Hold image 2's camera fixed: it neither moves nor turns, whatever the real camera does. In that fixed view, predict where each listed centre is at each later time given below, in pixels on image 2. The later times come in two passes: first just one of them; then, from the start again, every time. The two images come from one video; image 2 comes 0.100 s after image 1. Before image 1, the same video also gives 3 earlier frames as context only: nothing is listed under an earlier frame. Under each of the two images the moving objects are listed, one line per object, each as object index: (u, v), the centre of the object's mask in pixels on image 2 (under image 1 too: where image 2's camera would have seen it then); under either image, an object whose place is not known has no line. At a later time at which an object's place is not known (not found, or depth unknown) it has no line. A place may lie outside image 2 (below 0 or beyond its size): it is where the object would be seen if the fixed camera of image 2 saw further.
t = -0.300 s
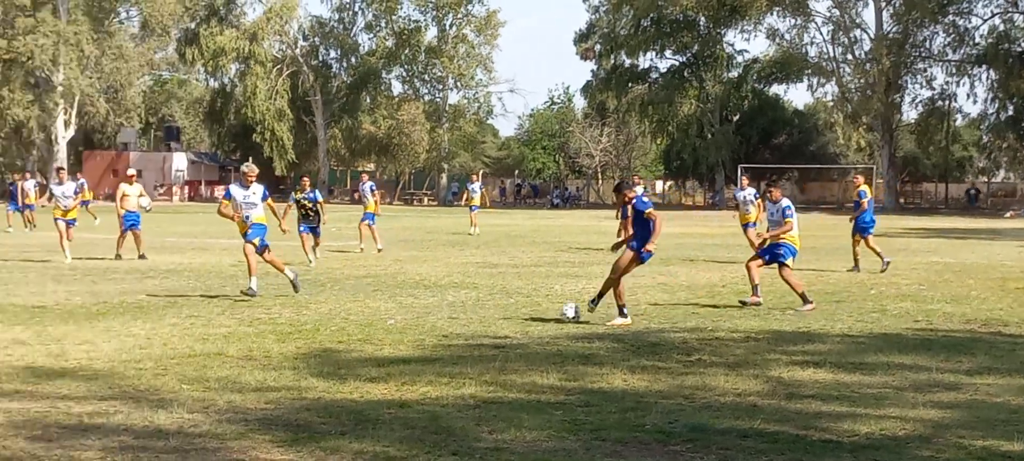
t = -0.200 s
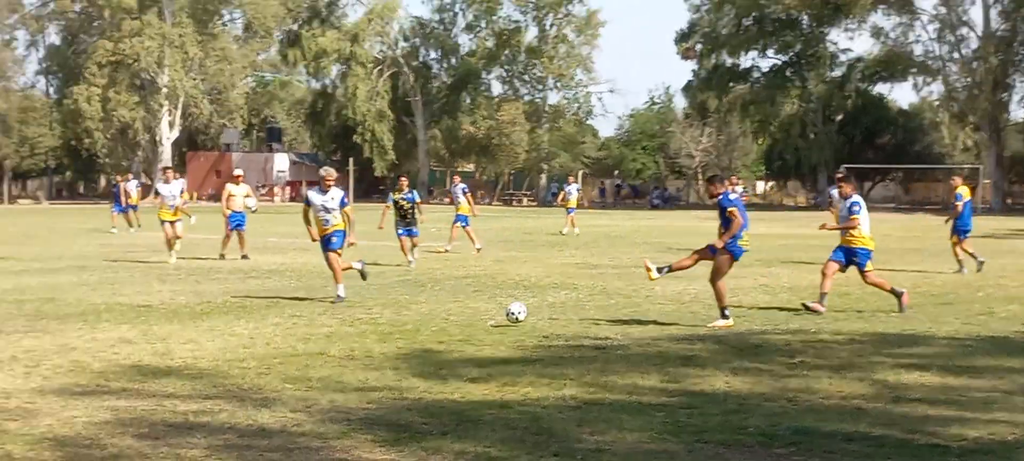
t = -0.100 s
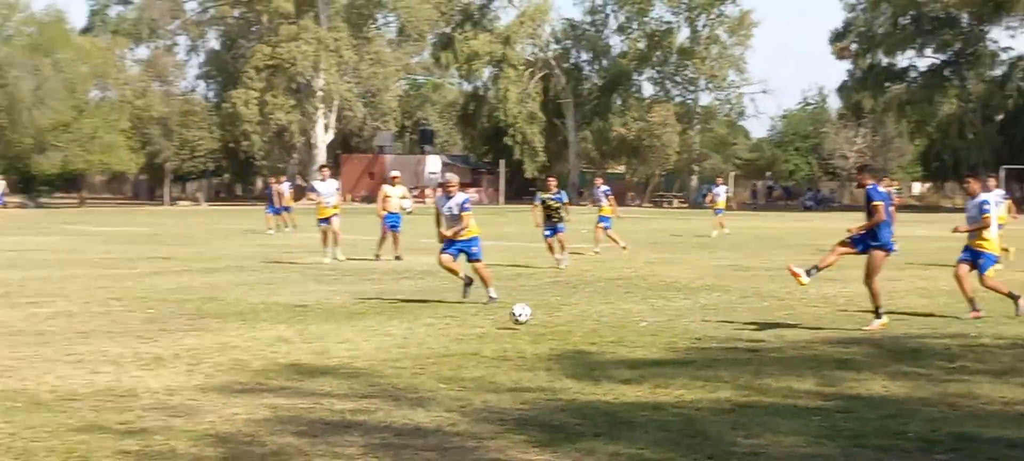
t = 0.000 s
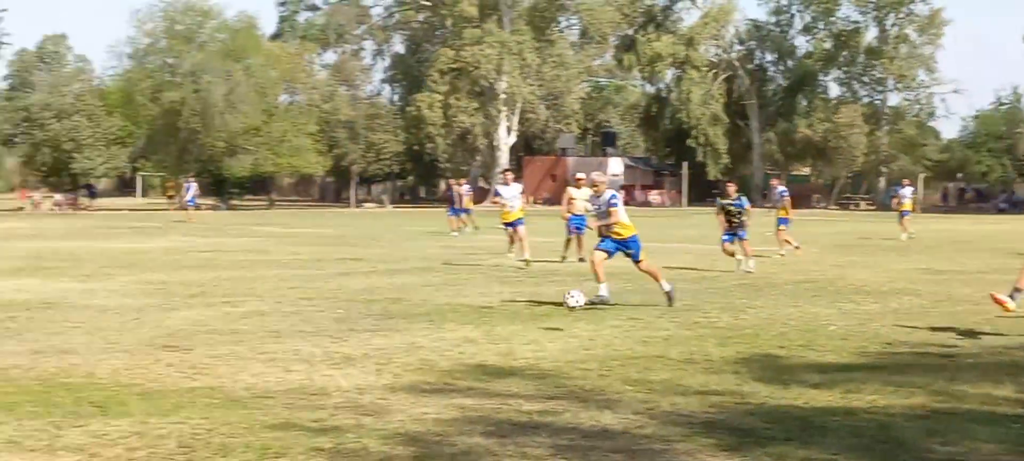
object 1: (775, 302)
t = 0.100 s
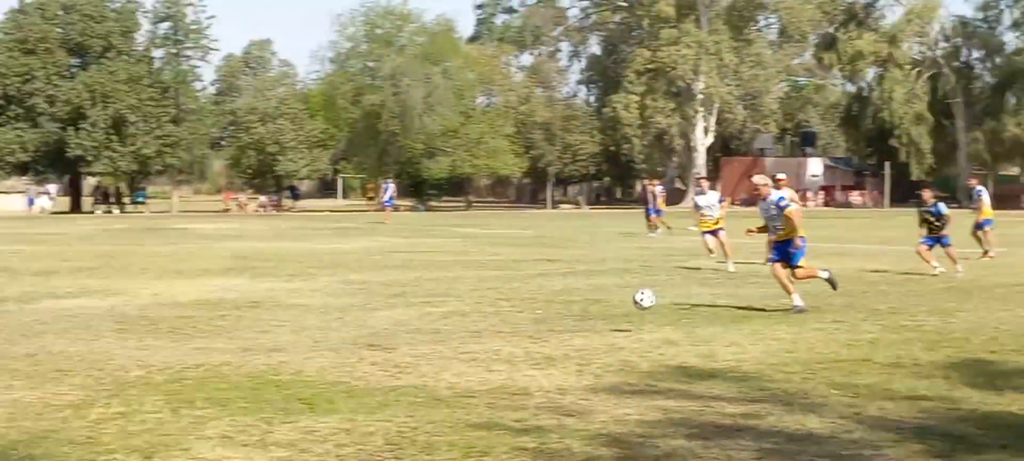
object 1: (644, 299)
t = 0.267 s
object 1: (443, 321)
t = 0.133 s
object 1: (602, 301)
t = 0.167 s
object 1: (561, 304)
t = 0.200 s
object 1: (520, 308)
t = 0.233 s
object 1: (481, 314)
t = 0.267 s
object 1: (443, 321)
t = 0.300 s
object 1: (411, 313)
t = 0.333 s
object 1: (380, 301)
